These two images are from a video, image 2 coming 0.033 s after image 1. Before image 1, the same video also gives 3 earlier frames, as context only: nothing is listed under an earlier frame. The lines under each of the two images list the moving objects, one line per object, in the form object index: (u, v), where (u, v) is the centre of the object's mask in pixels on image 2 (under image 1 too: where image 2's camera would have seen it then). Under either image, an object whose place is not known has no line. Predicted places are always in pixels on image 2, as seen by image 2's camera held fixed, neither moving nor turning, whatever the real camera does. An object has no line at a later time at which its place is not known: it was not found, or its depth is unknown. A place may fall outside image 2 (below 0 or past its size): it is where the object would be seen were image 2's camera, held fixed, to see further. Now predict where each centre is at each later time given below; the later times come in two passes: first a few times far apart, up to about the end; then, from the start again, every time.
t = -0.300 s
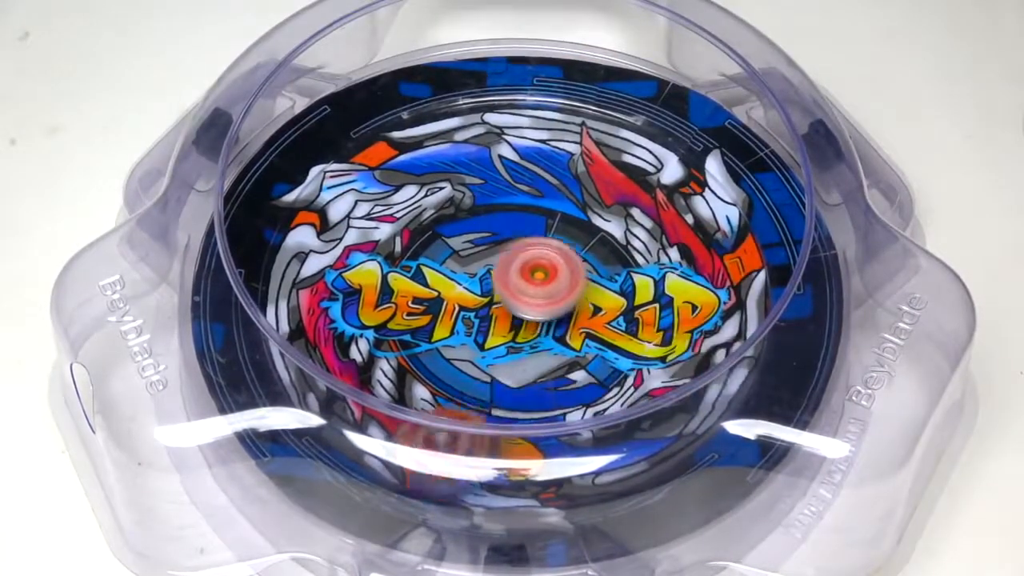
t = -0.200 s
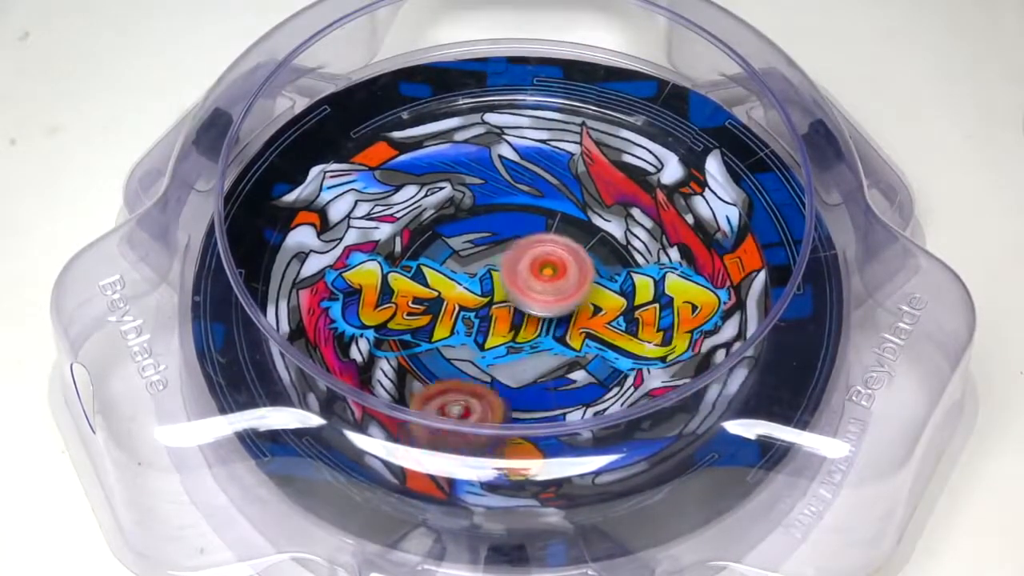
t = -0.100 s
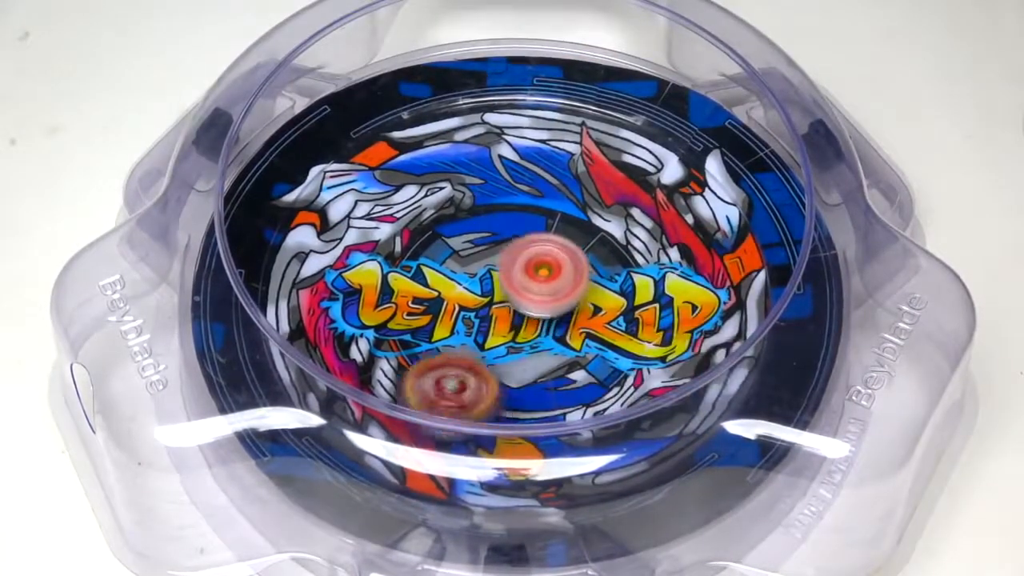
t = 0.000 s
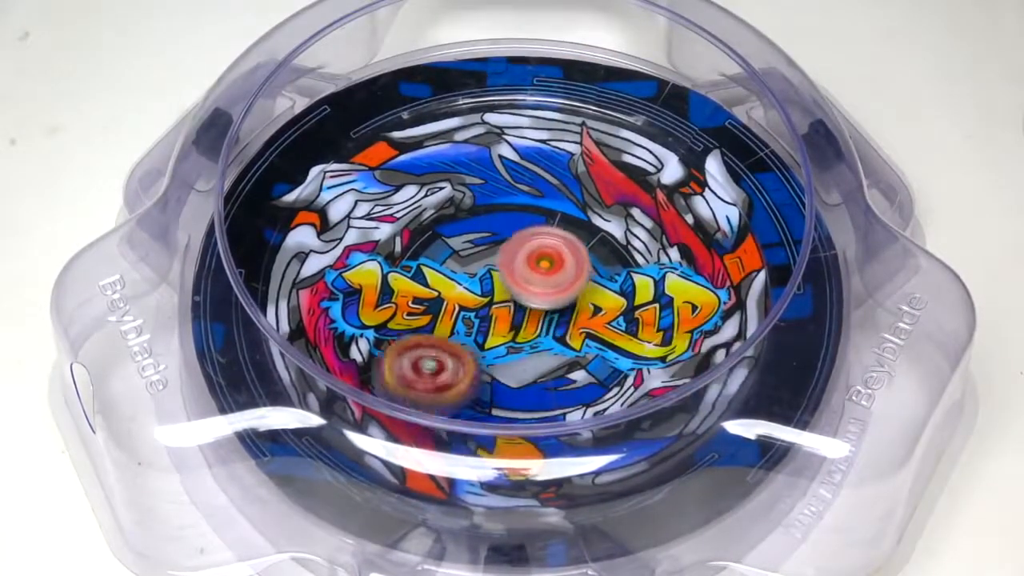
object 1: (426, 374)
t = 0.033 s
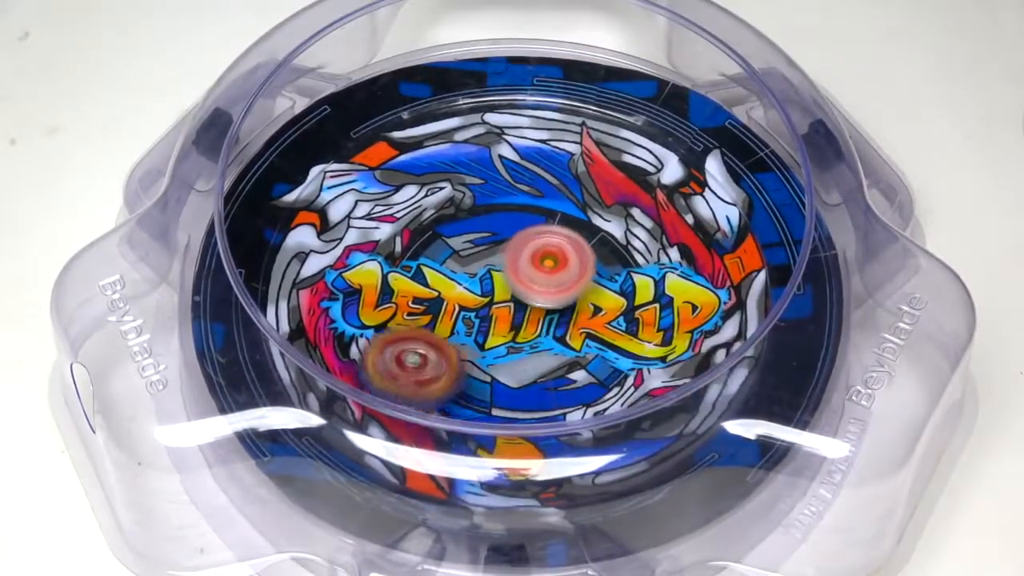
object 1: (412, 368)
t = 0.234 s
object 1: (327, 324)
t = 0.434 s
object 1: (283, 309)
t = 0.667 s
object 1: (344, 271)
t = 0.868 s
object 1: (381, 181)
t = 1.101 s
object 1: (362, 132)
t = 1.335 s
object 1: (422, 173)
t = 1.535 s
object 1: (549, 198)
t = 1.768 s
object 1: (613, 143)
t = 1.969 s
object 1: (573, 141)
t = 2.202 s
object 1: (595, 230)
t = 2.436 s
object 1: (635, 233)
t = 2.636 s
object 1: (605, 262)
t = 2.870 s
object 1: (595, 286)
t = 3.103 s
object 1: (597, 234)
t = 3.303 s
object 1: (539, 282)
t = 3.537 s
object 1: (599, 335)
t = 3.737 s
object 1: (594, 283)
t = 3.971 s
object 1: (521, 304)
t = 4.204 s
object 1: (551, 332)
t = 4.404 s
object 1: (561, 289)
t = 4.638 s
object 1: (523, 352)
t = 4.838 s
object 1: (591, 385)
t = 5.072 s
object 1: (569, 305)
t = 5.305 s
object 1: (472, 281)
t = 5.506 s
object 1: (448, 280)
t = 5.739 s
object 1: (475, 268)
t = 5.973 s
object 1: (506, 246)
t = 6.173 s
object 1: (552, 237)
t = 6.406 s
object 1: (590, 217)
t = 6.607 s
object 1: (589, 225)
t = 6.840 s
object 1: (582, 281)
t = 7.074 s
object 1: (586, 324)
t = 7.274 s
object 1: (565, 337)
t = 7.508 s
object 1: (537, 331)
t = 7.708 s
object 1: (521, 314)
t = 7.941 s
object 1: (520, 282)
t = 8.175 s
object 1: (437, 227)
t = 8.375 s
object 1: (417, 217)
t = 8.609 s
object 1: (449, 237)
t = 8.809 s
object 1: (549, 202)
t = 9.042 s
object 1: (577, 202)
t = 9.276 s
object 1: (553, 233)
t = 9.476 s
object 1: (552, 256)
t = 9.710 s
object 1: (512, 273)
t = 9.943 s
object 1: (488, 264)
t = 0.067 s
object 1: (398, 362)
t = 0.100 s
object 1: (385, 356)
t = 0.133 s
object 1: (368, 349)
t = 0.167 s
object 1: (355, 342)
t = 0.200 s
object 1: (342, 334)
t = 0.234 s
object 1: (327, 324)
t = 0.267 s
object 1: (315, 316)
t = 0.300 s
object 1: (305, 310)
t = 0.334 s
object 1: (296, 302)
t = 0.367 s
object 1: (289, 303)
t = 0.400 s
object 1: (285, 305)
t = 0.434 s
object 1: (283, 309)
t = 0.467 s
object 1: (287, 311)
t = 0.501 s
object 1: (298, 311)
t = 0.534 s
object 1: (308, 312)
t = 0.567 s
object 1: (314, 309)
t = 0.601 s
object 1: (322, 301)
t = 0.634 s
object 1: (334, 284)
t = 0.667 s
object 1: (344, 271)
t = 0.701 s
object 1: (351, 259)
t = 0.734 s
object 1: (360, 243)
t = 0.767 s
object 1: (367, 229)
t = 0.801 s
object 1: (373, 215)
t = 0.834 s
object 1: (380, 194)
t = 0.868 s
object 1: (381, 181)
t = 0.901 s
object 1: (382, 167)
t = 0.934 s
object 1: (382, 150)
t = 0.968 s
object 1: (379, 141)
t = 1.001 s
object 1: (376, 134)
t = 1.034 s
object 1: (368, 129)
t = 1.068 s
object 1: (364, 130)
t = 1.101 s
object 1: (362, 132)
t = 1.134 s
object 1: (361, 136)
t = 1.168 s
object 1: (362, 141)
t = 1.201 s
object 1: (365, 147)
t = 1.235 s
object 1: (376, 155)
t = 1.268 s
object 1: (387, 160)
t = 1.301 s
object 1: (399, 164)
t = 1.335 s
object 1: (422, 173)
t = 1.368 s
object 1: (440, 177)
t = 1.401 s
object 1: (459, 180)
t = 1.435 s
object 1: (483, 187)
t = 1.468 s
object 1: (503, 193)
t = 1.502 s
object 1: (525, 200)
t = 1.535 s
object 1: (549, 198)
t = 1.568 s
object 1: (571, 192)
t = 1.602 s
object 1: (587, 184)
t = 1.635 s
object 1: (601, 174)
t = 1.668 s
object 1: (609, 169)
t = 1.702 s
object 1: (614, 159)
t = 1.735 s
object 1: (614, 151)
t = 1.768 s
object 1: (613, 143)
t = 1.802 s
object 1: (607, 135)
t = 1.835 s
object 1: (601, 130)
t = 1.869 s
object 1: (593, 127)
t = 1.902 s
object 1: (585, 128)
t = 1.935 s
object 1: (580, 132)
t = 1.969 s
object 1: (573, 141)
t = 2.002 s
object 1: (570, 153)
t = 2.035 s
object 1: (565, 172)
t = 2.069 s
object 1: (565, 192)
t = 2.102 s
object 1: (569, 212)
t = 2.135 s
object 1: (579, 222)
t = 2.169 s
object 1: (587, 226)
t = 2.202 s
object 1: (595, 230)
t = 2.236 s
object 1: (609, 233)
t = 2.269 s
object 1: (615, 236)
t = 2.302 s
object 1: (624, 235)
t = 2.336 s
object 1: (630, 236)
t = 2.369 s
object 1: (634, 234)
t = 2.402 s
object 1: (636, 234)
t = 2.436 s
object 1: (635, 233)
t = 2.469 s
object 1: (634, 234)
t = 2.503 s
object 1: (628, 235)
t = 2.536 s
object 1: (625, 239)
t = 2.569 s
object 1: (618, 243)
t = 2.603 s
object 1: (612, 251)
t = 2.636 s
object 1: (605, 262)
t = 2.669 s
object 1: (604, 270)
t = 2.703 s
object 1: (603, 275)
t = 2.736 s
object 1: (601, 277)
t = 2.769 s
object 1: (598, 280)
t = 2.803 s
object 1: (597, 282)
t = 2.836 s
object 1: (598, 283)
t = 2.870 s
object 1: (595, 286)
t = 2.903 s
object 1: (605, 281)
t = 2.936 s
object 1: (616, 274)
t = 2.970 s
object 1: (619, 266)
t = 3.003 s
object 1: (620, 253)
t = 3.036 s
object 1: (618, 246)
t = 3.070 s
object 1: (610, 239)
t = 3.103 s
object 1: (597, 234)
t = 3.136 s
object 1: (590, 233)
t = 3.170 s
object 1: (577, 236)
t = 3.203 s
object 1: (562, 244)
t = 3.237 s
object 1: (554, 251)
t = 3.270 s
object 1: (546, 265)
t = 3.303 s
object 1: (539, 282)
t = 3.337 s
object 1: (539, 294)
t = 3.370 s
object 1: (544, 310)
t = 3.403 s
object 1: (554, 326)
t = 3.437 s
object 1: (561, 332)
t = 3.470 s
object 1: (576, 338)
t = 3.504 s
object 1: (591, 338)
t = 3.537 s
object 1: (599, 335)
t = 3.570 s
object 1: (607, 327)
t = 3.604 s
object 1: (611, 317)
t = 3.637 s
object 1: (614, 310)
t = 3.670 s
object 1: (608, 301)
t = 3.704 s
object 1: (602, 291)
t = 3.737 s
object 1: (594, 283)
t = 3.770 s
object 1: (587, 280)
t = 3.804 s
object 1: (571, 276)
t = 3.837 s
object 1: (556, 276)
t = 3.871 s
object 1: (547, 279)
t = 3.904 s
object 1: (532, 286)
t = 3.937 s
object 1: (528, 294)
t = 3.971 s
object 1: (521, 304)
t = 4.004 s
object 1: (519, 314)
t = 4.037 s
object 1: (521, 319)
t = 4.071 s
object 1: (527, 326)
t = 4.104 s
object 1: (532, 331)
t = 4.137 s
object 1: (538, 335)
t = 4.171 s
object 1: (543, 333)
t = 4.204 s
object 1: (551, 332)
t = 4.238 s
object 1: (558, 326)
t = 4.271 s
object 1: (563, 322)
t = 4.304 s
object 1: (566, 310)
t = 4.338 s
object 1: (565, 306)
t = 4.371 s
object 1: (563, 297)
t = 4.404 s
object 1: (561, 289)
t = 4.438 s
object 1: (558, 281)
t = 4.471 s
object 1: (556, 277)
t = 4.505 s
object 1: (546, 273)
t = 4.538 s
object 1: (535, 298)
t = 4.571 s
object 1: (526, 317)
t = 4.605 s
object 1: (522, 340)
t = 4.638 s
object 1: (523, 352)
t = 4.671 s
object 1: (527, 374)
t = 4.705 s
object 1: (540, 384)
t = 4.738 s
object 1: (552, 390)
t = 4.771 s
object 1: (564, 392)
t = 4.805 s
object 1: (579, 389)
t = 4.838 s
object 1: (591, 385)
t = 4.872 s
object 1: (600, 379)
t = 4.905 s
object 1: (605, 367)
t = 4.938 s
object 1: (606, 356)
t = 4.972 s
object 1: (602, 344)
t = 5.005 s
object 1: (589, 328)
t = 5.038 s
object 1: (579, 317)
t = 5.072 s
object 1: (569, 305)
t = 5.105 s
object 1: (553, 297)
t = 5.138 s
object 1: (537, 292)
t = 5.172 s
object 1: (523, 286)
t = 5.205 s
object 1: (510, 285)
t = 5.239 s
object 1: (496, 285)
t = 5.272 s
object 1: (484, 284)
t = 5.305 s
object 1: (472, 281)
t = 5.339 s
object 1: (465, 282)
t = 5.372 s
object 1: (459, 282)
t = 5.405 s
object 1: (451, 280)
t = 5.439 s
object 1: (449, 279)
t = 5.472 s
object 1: (449, 279)
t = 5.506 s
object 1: (448, 280)
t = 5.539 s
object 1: (448, 279)
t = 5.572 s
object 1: (454, 276)
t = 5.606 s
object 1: (458, 277)
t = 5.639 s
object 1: (463, 277)
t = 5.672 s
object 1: (467, 275)
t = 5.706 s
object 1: (472, 272)
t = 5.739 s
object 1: (475, 268)
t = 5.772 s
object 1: (479, 265)
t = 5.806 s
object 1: (481, 262)
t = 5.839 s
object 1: (483, 258)
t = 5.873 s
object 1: (492, 251)
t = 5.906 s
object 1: (495, 250)
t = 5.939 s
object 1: (500, 248)
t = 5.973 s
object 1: (506, 246)
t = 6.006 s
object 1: (511, 244)
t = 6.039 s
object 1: (517, 242)
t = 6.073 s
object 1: (529, 241)
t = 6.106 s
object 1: (537, 240)
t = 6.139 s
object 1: (544, 238)
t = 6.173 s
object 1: (552, 237)
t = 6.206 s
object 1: (559, 234)
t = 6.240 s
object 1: (567, 230)
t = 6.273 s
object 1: (577, 226)
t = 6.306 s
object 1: (583, 223)
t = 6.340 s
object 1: (587, 221)
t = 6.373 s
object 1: (588, 219)
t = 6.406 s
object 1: (590, 217)
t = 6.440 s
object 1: (592, 216)
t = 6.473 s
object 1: (594, 214)
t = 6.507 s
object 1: (594, 215)
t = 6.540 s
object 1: (593, 216)
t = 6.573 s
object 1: (591, 222)
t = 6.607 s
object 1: (589, 225)
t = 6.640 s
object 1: (587, 229)
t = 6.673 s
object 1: (583, 236)
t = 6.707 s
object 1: (581, 243)
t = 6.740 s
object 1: (580, 250)
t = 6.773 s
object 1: (581, 263)
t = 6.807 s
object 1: (581, 271)
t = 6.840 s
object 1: (582, 281)
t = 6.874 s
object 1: (581, 292)
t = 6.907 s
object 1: (582, 299)
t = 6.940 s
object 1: (583, 305)
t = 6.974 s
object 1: (584, 312)
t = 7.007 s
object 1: (584, 317)
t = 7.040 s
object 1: (584, 320)
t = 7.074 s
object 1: (586, 324)
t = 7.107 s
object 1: (585, 326)
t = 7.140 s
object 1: (583, 328)
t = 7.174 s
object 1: (580, 333)
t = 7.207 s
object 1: (577, 335)
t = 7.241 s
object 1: (574, 335)
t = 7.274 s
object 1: (565, 337)
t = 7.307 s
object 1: (562, 338)
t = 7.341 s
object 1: (558, 337)
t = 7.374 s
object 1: (553, 337)
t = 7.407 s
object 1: (549, 336)
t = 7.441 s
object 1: (545, 336)
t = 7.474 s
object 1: (540, 334)
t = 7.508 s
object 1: (537, 331)
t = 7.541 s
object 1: (532, 329)
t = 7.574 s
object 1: (530, 327)
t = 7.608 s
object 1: (528, 324)
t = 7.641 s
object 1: (524, 321)
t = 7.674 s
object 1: (522, 318)
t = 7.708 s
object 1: (521, 314)
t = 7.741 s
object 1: (520, 309)
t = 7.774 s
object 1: (518, 306)
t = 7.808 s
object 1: (518, 301)
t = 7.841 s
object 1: (518, 297)
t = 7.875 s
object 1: (515, 290)
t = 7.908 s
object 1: (517, 286)
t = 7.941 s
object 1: (520, 282)
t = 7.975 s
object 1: (512, 271)
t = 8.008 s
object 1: (500, 263)
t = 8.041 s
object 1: (487, 255)
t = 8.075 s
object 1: (469, 245)
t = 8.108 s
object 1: (459, 239)
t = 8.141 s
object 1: (449, 232)
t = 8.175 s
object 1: (437, 227)
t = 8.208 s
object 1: (428, 224)
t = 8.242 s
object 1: (423, 221)
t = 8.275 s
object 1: (419, 220)
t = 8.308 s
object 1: (417, 218)
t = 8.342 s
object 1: (416, 217)
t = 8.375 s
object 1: (417, 217)
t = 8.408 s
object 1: (417, 217)
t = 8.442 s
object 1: (417, 219)
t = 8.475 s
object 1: (422, 221)
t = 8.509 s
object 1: (425, 223)
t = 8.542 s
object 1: (430, 226)
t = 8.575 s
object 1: (440, 231)
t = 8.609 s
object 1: (449, 237)
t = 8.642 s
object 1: (461, 241)
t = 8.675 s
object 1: (477, 249)
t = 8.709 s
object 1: (495, 240)
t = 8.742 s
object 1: (511, 222)
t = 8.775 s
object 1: (533, 209)
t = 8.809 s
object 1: (549, 202)
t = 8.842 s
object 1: (561, 194)
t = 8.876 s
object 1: (574, 190)
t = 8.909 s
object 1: (578, 192)
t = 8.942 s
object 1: (583, 195)
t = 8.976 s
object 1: (586, 196)
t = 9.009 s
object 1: (582, 197)
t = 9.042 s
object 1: (577, 202)
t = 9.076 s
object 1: (574, 210)
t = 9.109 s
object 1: (570, 210)
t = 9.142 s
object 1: (564, 217)
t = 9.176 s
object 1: (559, 223)
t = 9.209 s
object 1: (557, 227)
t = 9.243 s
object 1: (556, 229)
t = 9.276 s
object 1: (553, 233)
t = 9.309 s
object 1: (551, 235)
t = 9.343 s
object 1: (550, 241)
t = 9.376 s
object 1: (552, 243)
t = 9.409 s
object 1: (552, 247)
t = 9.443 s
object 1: (555, 251)
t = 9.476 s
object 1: (552, 256)
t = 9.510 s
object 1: (546, 259)
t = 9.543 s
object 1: (541, 265)
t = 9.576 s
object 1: (537, 268)
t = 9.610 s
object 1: (530, 270)
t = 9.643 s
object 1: (524, 272)
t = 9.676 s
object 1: (520, 273)
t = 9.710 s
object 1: (512, 273)
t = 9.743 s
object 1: (506, 274)
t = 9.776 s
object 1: (500, 271)
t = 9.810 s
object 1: (495, 270)
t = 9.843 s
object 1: (493, 269)
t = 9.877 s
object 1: (489, 266)
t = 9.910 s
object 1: (487, 265)
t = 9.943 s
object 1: (488, 264)
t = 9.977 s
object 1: (489, 262)
